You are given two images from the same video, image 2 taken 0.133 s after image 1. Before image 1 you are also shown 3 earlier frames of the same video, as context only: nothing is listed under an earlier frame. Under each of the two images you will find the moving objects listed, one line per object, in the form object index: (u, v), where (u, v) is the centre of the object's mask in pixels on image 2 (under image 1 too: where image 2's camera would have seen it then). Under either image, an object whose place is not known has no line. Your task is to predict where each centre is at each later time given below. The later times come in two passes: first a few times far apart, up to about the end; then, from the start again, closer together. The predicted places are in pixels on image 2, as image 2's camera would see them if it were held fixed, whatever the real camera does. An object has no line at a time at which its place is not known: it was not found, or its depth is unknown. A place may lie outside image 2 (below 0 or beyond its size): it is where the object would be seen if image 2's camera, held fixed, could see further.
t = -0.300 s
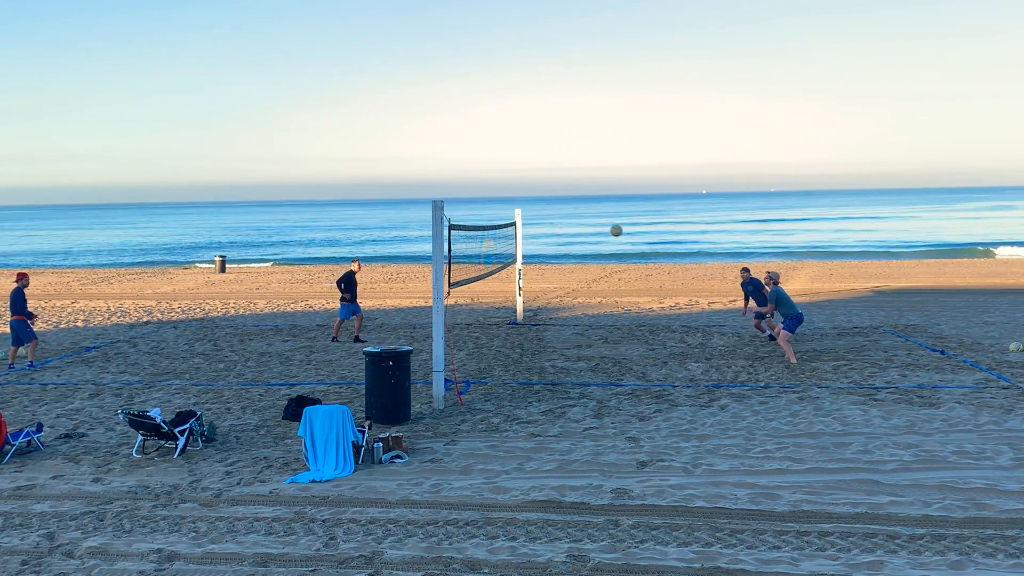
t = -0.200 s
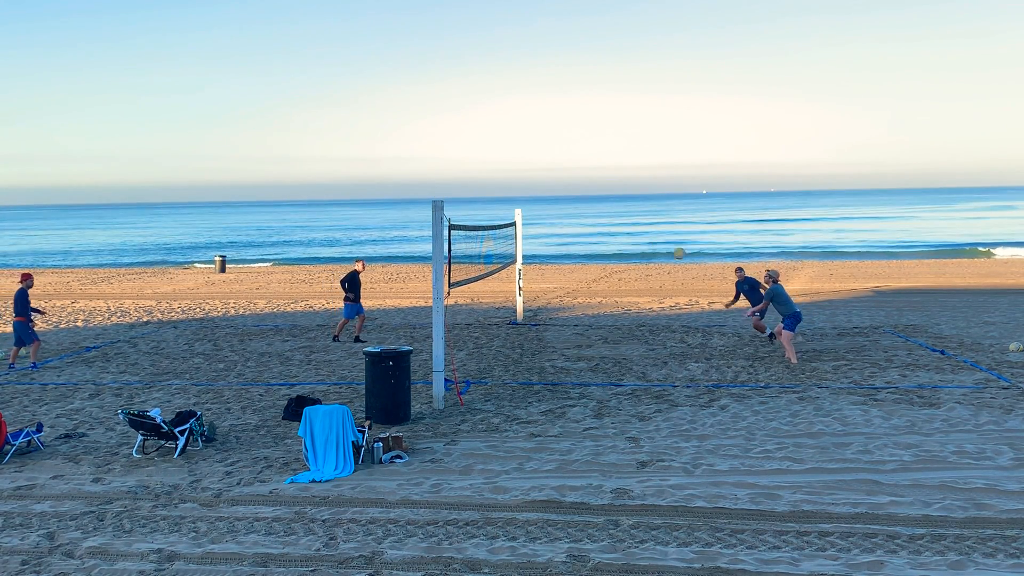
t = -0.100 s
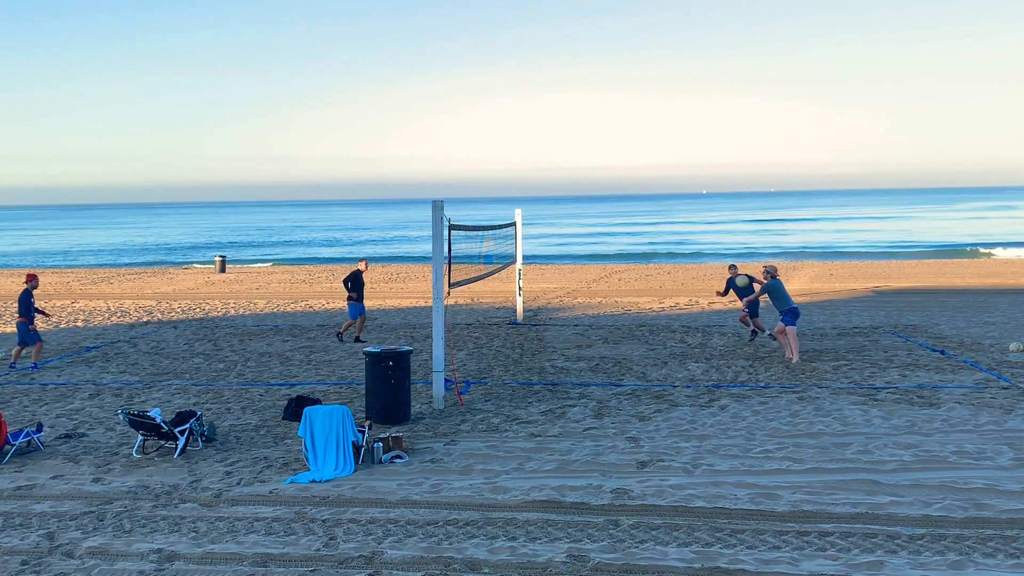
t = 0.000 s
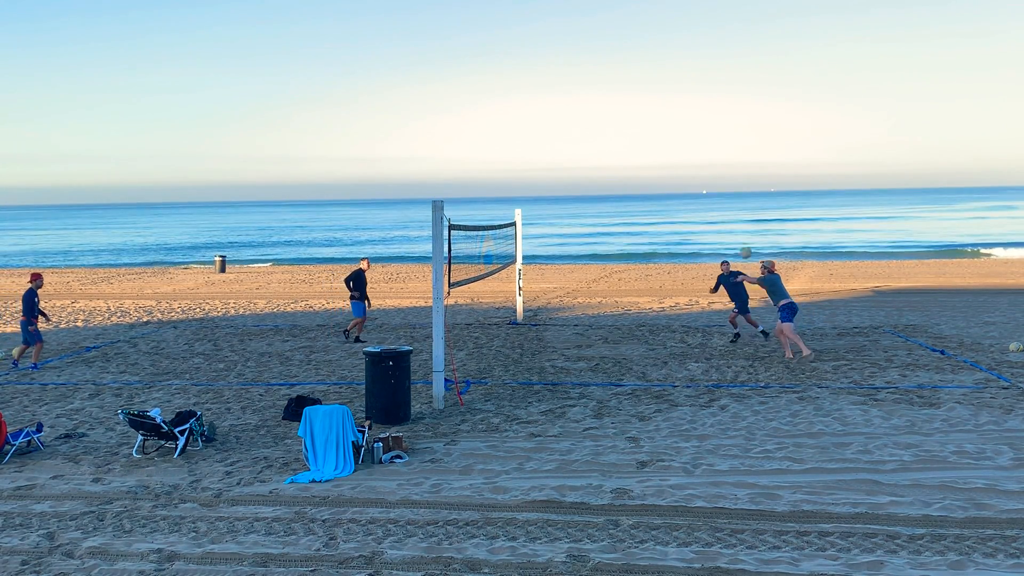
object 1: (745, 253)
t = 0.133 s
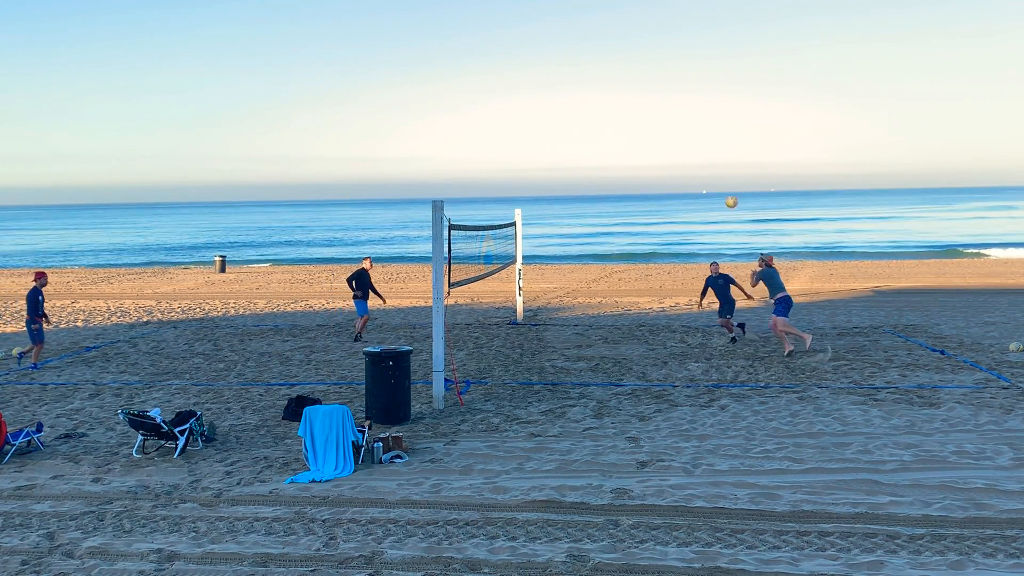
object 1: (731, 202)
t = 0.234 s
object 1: (721, 170)
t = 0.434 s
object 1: (704, 124)
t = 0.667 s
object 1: (683, 95)
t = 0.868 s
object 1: (666, 94)
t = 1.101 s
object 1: (647, 122)
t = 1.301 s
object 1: (629, 168)
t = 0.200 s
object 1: (724, 180)
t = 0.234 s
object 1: (721, 170)
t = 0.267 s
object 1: (718, 160)
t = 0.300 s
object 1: (715, 152)
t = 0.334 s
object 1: (712, 144)
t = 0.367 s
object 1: (710, 137)
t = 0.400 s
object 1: (707, 130)
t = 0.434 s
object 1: (704, 124)
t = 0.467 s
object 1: (702, 118)
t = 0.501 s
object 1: (698, 112)
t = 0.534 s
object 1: (695, 108)
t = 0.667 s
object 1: (683, 95)
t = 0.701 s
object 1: (680, 94)
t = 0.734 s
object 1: (677, 92)
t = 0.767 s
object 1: (674, 92)
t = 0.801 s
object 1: (671, 92)
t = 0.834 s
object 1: (668, 93)
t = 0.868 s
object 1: (666, 94)
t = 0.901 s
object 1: (663, 97)
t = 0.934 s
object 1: (660, 100)
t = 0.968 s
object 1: (658, 103)
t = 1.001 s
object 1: (655, 107)
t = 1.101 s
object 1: (647, 122)
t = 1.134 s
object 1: (643, 128)
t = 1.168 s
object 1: (640, 135)
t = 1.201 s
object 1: (637, 142)
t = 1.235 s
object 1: (634, 150)
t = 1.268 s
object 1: (631, 159)
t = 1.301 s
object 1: (629, 168)
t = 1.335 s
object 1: (626, 178)
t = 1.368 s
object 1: (623, 188)
